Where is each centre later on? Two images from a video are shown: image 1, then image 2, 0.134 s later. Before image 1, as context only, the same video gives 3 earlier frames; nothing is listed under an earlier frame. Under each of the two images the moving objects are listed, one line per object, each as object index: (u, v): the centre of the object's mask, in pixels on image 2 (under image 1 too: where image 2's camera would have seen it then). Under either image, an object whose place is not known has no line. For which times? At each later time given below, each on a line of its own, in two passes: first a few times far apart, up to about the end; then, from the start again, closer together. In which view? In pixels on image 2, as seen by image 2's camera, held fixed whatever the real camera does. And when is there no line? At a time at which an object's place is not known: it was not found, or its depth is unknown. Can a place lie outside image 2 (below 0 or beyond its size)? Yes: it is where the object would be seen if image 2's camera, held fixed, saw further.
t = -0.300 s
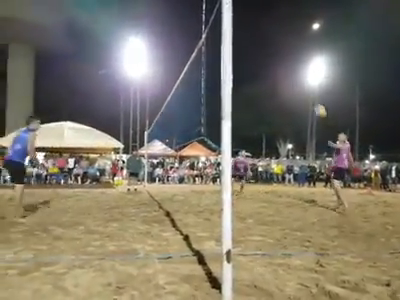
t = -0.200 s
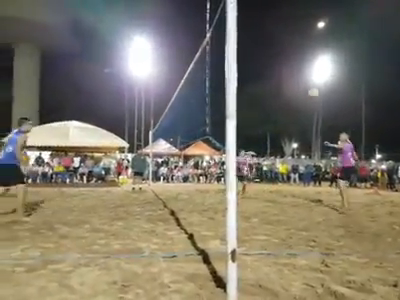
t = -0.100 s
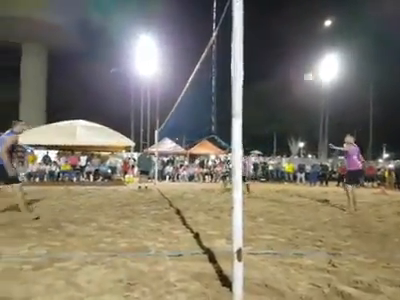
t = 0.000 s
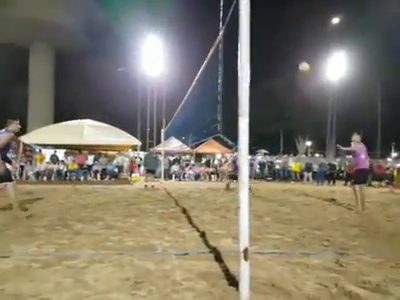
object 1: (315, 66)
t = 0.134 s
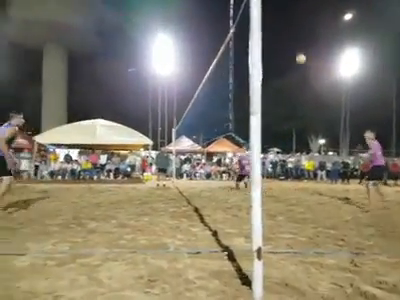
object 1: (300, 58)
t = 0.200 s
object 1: (293, 58)
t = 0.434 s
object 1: (269, 69)
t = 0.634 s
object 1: (246, 98)
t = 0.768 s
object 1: (236, 122)
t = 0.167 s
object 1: (297, 58)
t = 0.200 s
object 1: (293, 58)
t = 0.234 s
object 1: (290, 58)
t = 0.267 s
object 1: (287, 58)
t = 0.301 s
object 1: (283, 60)
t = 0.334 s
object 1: (279, 62)
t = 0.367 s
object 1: (276, 64)
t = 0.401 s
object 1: (273, 66)
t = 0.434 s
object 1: (269, 69)
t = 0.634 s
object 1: (246, 98)
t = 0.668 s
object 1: (245, 103)
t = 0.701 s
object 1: (242, 109)
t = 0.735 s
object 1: (239, 115)
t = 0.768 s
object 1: (236, 122)
